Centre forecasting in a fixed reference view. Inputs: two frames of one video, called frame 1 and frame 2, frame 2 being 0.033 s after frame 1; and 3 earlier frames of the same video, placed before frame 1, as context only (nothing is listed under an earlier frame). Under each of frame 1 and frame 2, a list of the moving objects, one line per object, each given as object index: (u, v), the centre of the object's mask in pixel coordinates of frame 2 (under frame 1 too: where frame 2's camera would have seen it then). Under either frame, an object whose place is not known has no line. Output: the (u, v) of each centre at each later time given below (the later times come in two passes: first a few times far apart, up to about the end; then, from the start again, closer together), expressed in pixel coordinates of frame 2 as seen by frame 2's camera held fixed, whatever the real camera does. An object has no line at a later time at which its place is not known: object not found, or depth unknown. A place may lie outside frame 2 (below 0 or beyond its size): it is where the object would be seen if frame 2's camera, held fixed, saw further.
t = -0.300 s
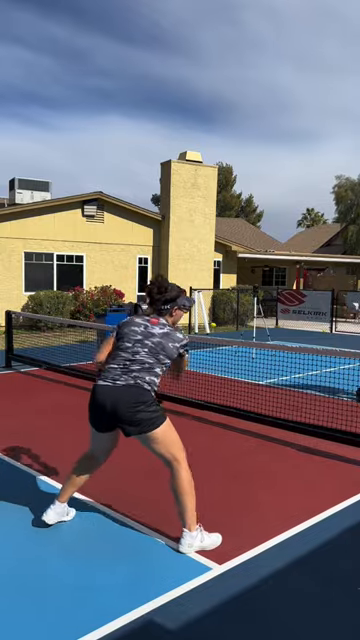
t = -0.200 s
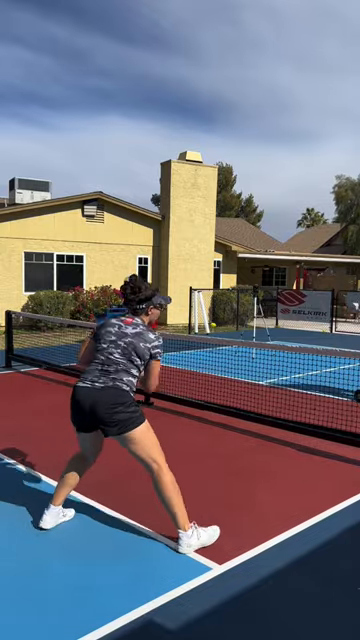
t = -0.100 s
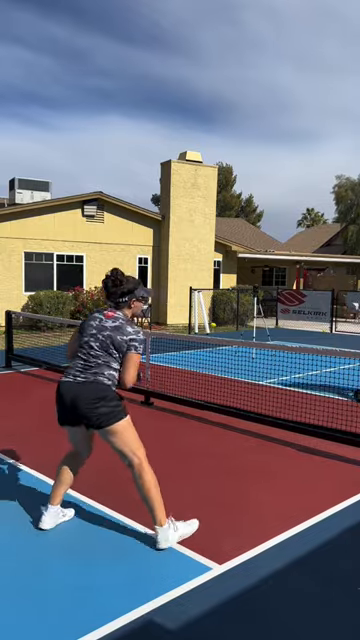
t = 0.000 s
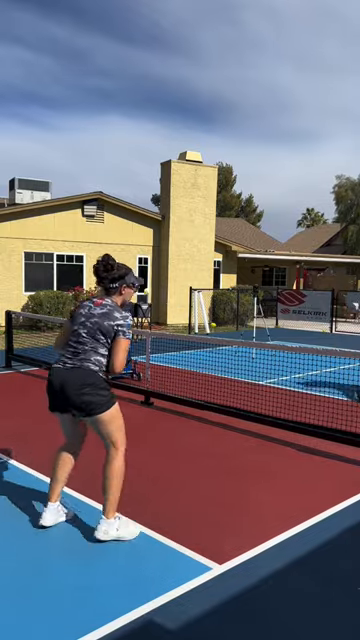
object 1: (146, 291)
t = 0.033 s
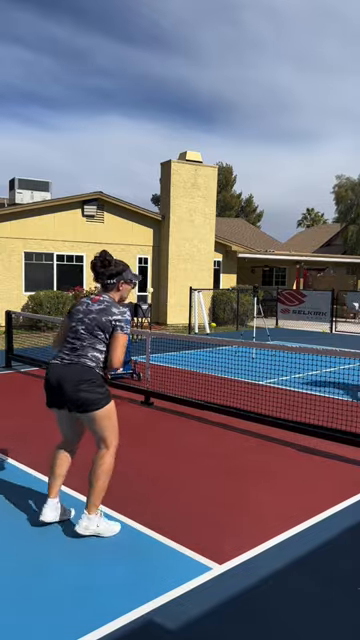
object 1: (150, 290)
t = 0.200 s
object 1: (164, 300)
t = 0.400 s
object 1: (185, 354)
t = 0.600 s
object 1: (210, 471)
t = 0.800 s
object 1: (230, 419)
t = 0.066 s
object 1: (152, 289)
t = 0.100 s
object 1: (155, 291)
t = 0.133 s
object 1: (157, 292)
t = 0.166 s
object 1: (161, 295)
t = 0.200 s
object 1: (164, 300)
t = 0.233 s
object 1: (167, 305)
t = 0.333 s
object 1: (178, 330)
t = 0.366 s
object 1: (181, 341)
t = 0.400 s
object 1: (185, 354)
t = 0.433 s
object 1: (189, 369)
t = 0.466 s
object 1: (193, 386)
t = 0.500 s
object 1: (197, 405)
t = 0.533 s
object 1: (202, 425)
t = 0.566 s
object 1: (206, 448)
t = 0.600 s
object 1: (210, 471)
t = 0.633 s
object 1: (214, 459)
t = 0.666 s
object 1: (217, 448)
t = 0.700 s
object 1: (220, 439)
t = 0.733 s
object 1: (224, 431)
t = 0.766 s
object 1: (227, 424)
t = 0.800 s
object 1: (230, 419)
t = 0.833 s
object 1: (234, 415)
